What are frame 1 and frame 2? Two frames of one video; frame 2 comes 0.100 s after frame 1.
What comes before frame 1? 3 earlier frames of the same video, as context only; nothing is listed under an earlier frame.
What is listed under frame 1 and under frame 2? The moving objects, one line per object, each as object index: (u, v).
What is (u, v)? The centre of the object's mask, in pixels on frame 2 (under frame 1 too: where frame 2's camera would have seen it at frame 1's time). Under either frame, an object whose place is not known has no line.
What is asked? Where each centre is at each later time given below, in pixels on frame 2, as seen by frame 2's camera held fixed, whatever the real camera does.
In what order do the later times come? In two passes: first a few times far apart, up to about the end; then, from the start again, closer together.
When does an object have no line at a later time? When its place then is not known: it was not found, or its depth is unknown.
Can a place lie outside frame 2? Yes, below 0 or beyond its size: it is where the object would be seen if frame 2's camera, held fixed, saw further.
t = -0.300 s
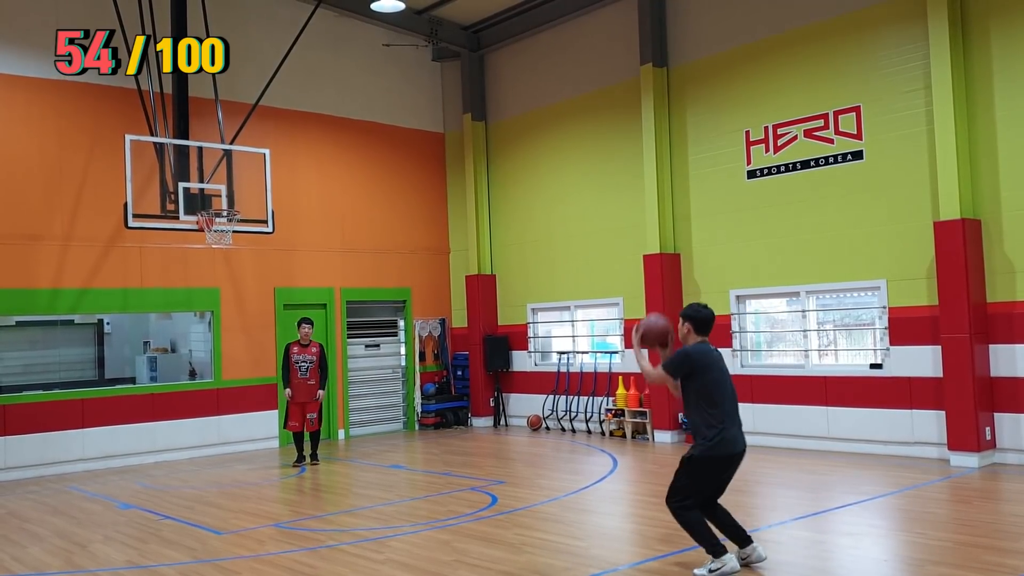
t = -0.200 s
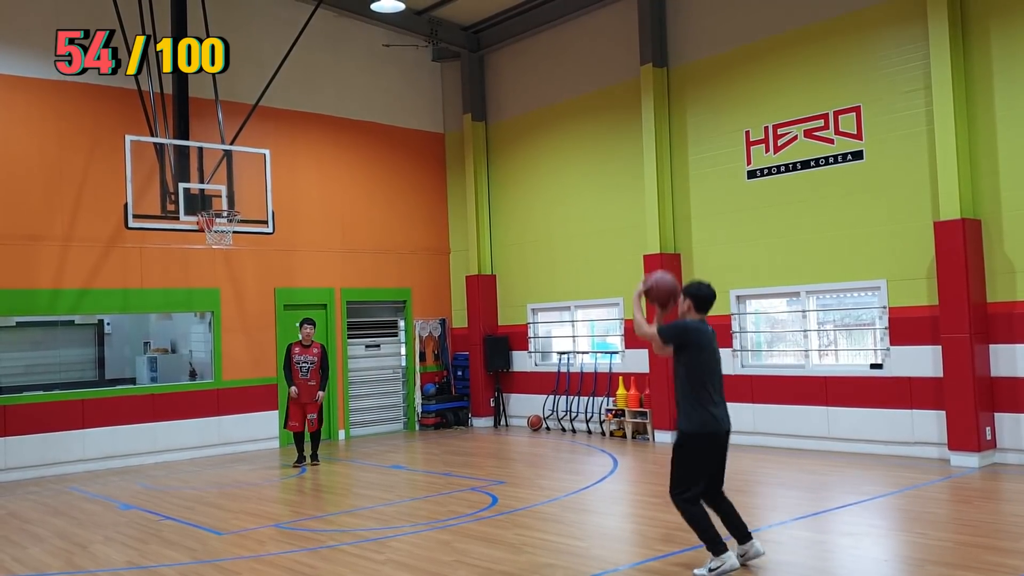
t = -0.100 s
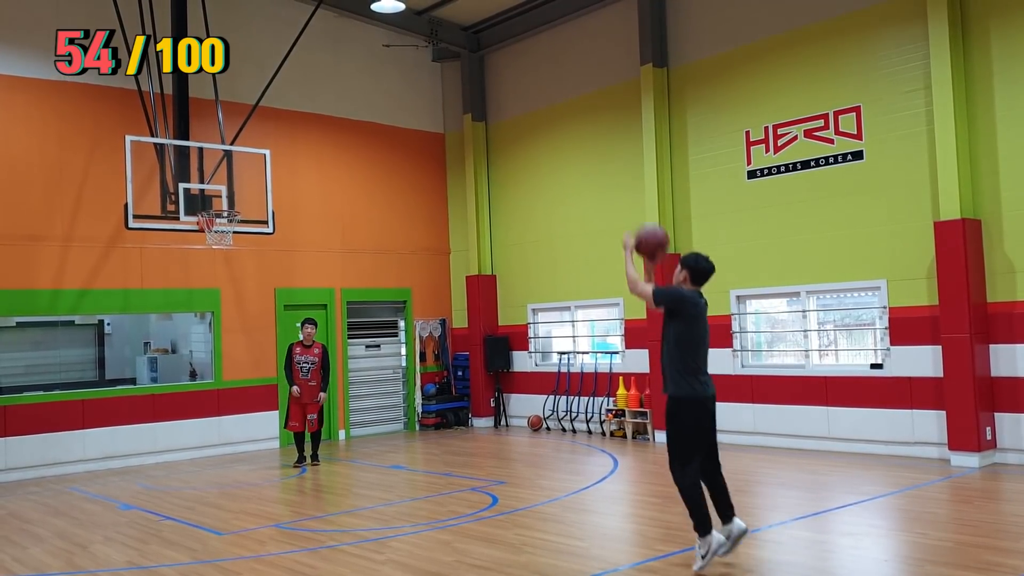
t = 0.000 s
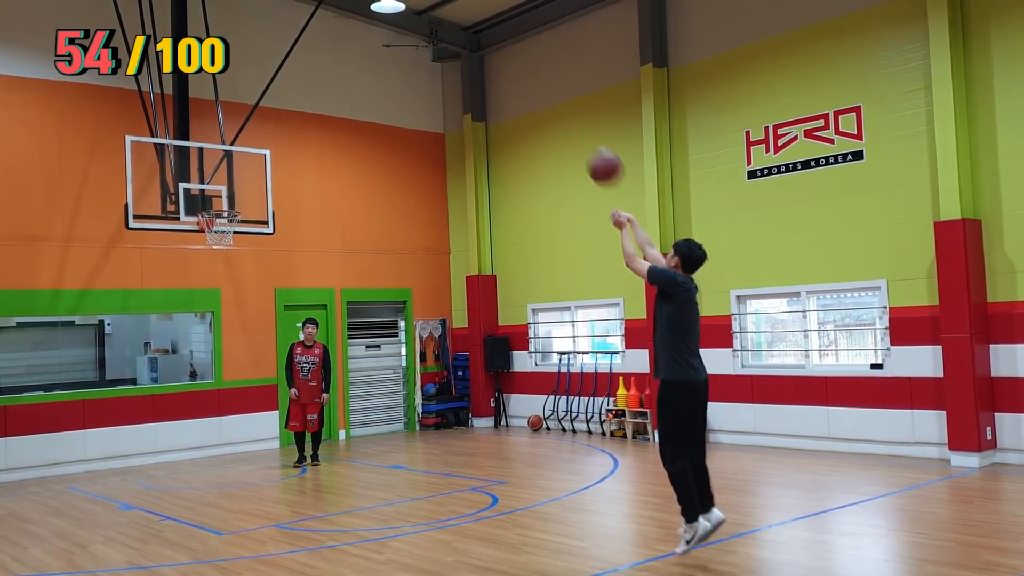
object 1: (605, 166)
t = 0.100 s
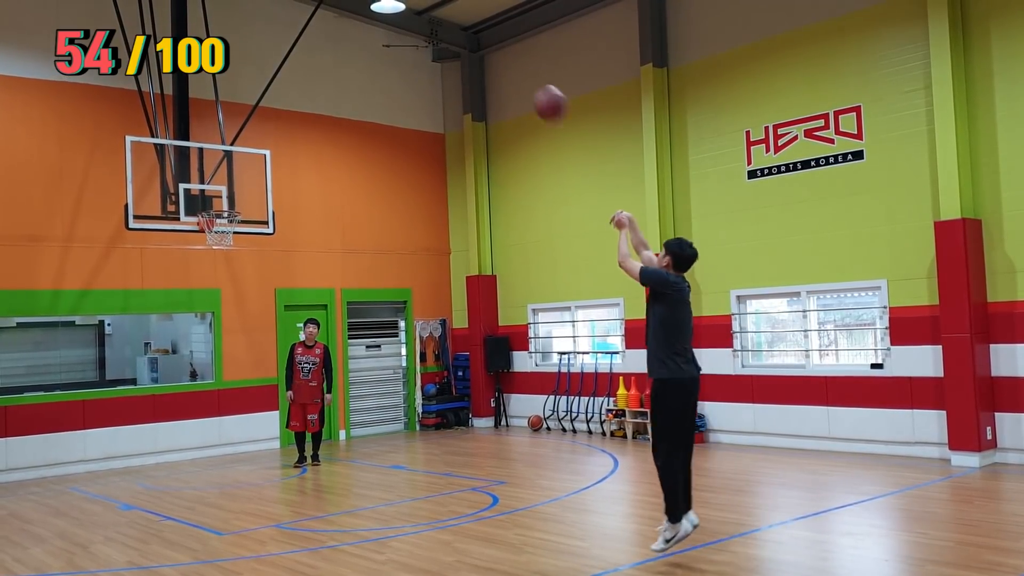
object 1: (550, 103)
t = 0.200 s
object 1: (502, 59)
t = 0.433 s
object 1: (411, 14)
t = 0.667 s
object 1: (337, 28)
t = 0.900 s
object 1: (280, 88)
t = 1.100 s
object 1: (239, 169)
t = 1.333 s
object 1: (215, 237)
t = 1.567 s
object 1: (215, 281)
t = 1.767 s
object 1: (216, 357)
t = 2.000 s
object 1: (218, 457)
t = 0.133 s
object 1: (534, 87)
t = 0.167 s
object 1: (517, 72)
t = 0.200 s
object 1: (502, 59)
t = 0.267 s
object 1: (474, 40)
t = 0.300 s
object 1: (460, 32)
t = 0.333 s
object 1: (447, 26)
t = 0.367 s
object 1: (434, 20)
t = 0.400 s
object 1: (421, 15)
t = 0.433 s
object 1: (411, 14)
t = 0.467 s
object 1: (399, 13)
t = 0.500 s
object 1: (387, 12)
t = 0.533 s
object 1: (375, 13)
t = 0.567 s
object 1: (365, 15)
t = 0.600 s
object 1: (355, 18)
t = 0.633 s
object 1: (346, 24)
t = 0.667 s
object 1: (337, 28)
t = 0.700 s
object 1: (328, 35)
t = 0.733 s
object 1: (320, 42)
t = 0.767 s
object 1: (312, 49)
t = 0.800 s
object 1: (303, 58)
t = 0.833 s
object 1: (295, 67)
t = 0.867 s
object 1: (287, 78)
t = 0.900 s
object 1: (280, 88)
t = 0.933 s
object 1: (273, 99)
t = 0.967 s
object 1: (265, 113)
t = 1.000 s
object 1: (259, 125)
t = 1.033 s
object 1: (253, 139)
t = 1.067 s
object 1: (246, 154)
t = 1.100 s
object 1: (239, 169)
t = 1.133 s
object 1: (233, 184)
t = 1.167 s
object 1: (227, 200)
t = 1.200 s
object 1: (220, 219)
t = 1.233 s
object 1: (217, 229)
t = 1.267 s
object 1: (215, 233)
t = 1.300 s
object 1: (215, 233)
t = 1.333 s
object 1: (215, 237)
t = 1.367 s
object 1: (215, 241)
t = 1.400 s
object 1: (214, 246)
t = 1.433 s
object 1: (215, 251)
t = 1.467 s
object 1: (215, 257)
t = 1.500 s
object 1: (215, 264)
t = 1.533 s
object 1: (215, 272)
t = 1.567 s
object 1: (215, 281)
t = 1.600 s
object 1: (215, 291)
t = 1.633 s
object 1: (215, 302)
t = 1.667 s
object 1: (215, 315)
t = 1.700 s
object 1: (216, 327)
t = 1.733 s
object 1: (216, 342)
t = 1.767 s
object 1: (216, 357)
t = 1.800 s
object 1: (216, 375)
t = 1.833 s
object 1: (216, 392)
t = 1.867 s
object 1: (217, 409)
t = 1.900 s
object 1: (217, 430)
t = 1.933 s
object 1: (217, 451)
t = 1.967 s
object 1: (217, 470)
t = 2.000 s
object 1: (218, 457)
